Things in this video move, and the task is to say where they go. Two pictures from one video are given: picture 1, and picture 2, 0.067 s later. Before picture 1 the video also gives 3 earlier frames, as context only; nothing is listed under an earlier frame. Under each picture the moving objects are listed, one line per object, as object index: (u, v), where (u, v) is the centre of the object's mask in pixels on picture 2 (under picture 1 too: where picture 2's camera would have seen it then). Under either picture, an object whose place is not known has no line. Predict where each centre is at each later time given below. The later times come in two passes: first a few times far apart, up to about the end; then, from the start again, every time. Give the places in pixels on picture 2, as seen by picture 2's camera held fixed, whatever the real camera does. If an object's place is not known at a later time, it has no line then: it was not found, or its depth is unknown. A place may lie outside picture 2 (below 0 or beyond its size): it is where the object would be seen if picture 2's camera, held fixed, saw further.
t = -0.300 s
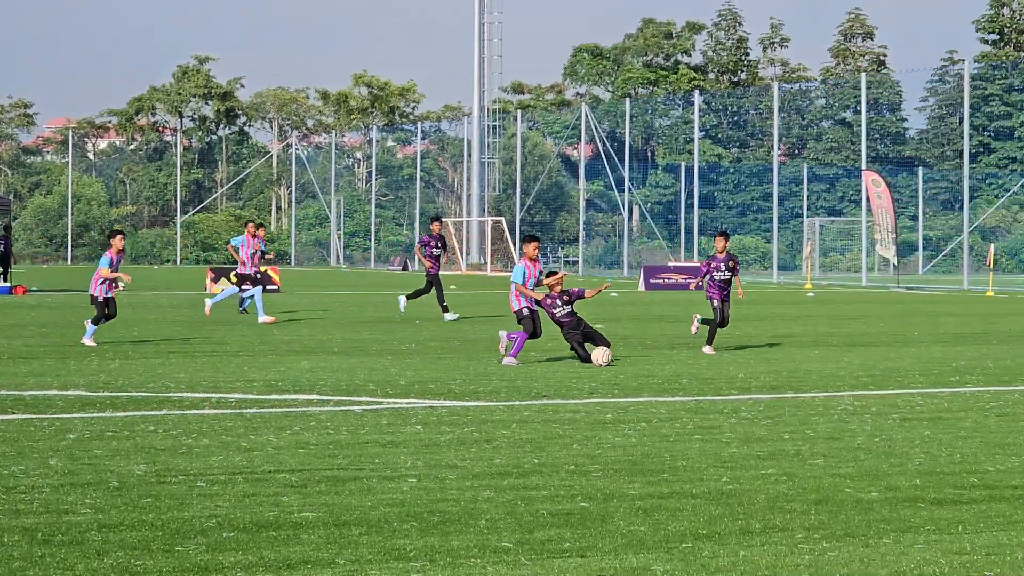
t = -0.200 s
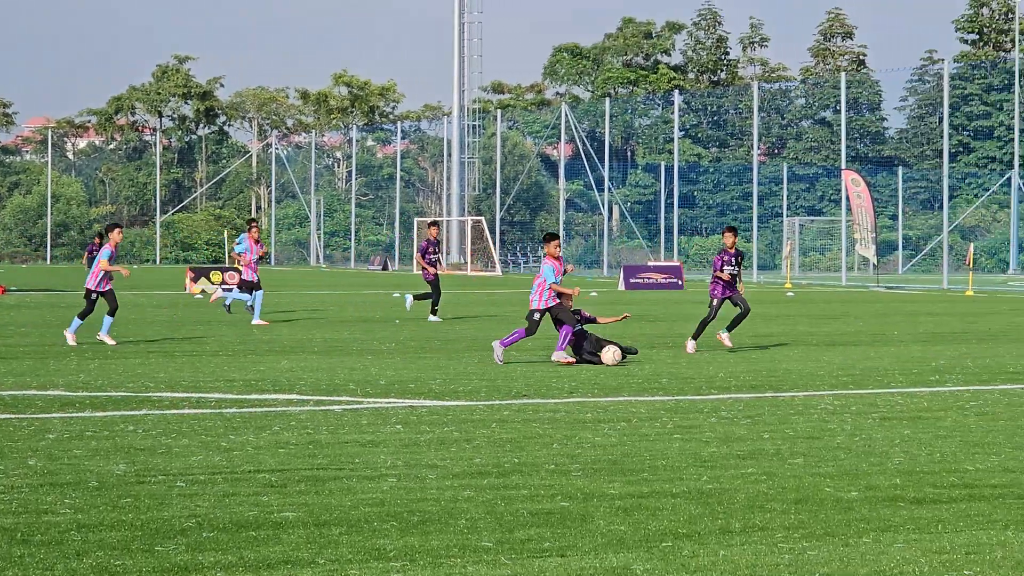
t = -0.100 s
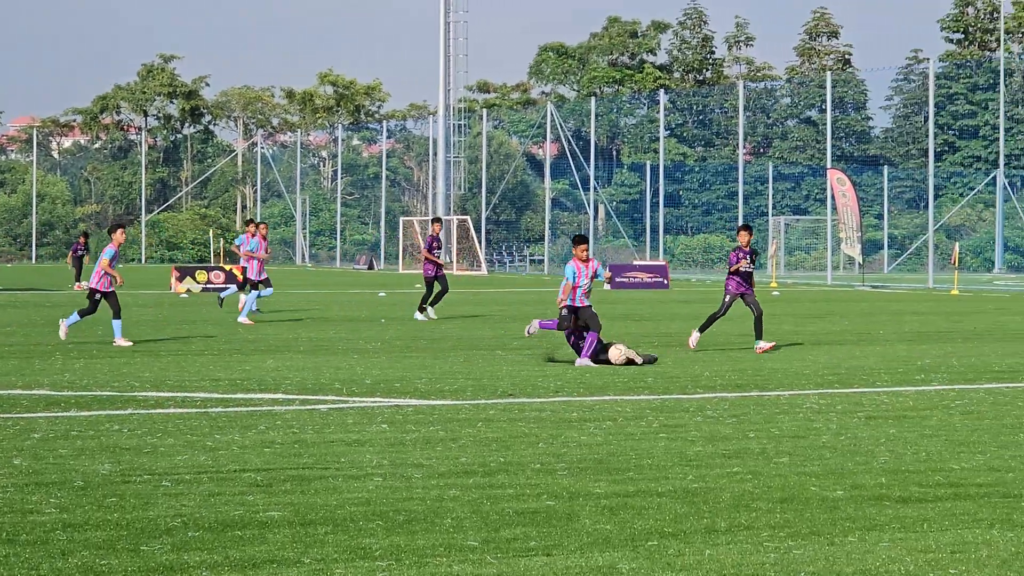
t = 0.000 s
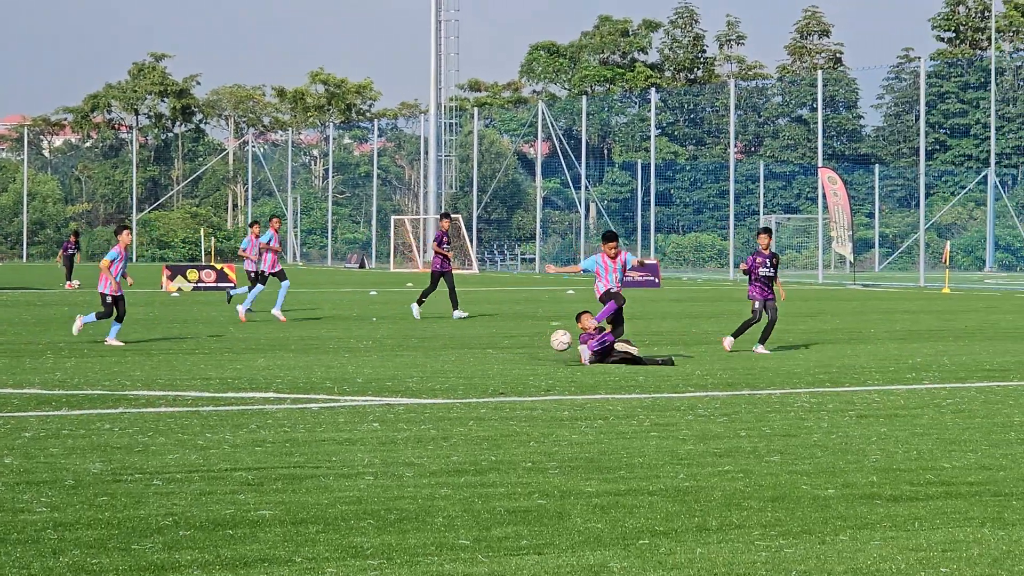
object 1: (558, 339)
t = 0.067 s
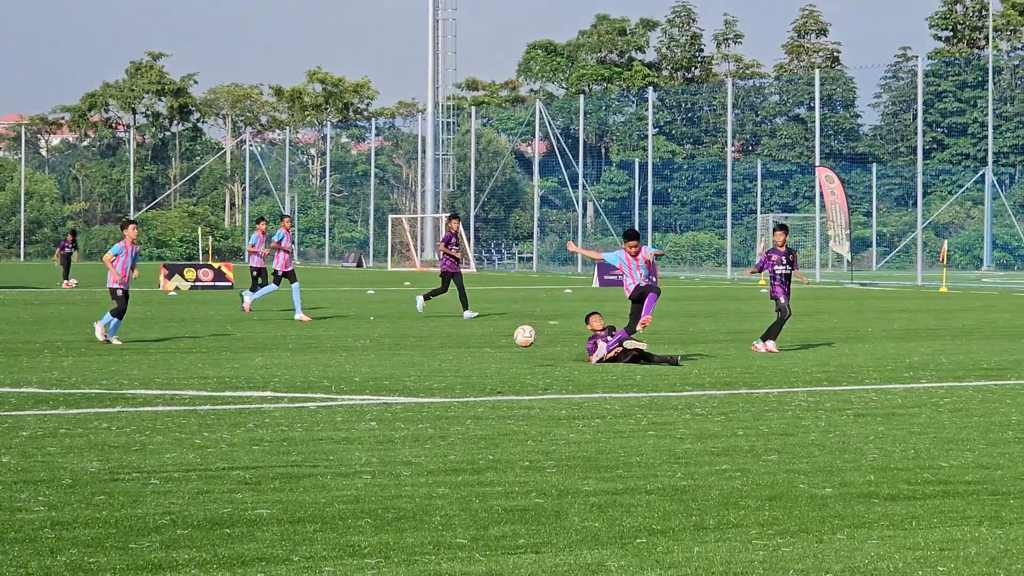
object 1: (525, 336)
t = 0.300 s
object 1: (400, 363)
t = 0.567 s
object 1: (307, 364)
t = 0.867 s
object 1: (196, 373)
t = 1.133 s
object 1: (91, 379)
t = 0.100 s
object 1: (508, 336)
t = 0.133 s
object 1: (491, 338)
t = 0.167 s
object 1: (472, 340)
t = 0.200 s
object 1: (455, 344)
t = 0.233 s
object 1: (437, 349)
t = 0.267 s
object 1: (419, 356)
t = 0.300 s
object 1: (400, 363)
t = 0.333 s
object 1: (387, 363)
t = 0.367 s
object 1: (376, 360)
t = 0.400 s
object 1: (365, 358)
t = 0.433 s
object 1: (353, 356)
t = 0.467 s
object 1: (342, 356)
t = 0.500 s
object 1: (331, 358)
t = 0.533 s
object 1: (319, 361)
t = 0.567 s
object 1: (307, 364)
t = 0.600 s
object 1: (295, 369)
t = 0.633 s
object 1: (283, 369)
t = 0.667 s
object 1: (271, 367)
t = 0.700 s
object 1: (259, 366)
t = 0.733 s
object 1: (247, 366)
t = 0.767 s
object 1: (234, 369)
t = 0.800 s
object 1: (222, 371)
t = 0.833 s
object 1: (209, 374)
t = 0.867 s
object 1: (196, 373)
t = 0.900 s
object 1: (183, 373)
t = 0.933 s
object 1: (169, 374)
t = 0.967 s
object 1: (156, 376)
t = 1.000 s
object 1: (143, 376)
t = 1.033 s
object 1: (130, 377)
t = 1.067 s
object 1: (117, 378)
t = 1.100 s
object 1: (103, 379)
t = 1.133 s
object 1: (91, 379)
